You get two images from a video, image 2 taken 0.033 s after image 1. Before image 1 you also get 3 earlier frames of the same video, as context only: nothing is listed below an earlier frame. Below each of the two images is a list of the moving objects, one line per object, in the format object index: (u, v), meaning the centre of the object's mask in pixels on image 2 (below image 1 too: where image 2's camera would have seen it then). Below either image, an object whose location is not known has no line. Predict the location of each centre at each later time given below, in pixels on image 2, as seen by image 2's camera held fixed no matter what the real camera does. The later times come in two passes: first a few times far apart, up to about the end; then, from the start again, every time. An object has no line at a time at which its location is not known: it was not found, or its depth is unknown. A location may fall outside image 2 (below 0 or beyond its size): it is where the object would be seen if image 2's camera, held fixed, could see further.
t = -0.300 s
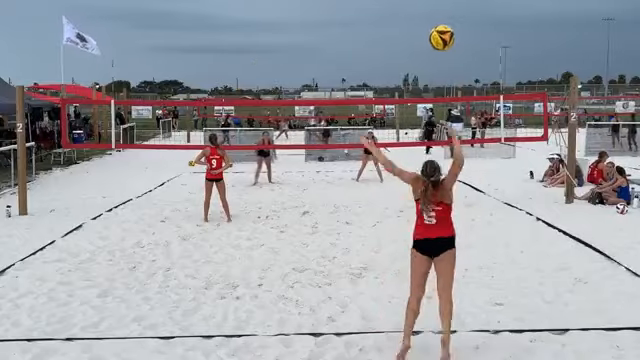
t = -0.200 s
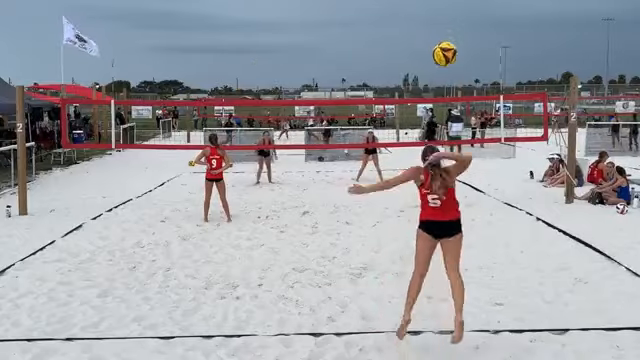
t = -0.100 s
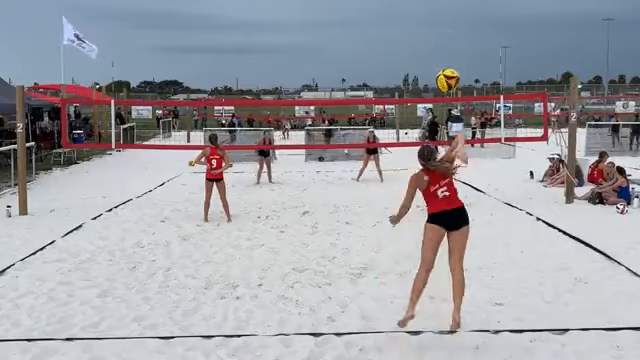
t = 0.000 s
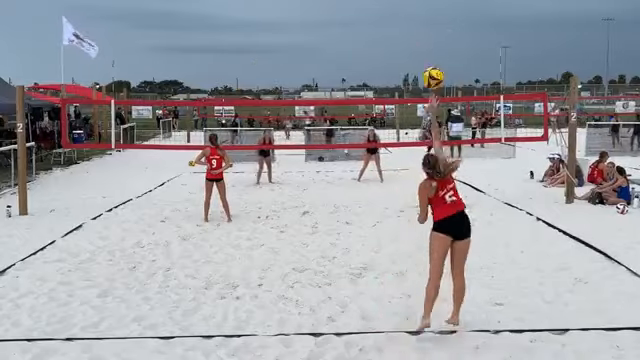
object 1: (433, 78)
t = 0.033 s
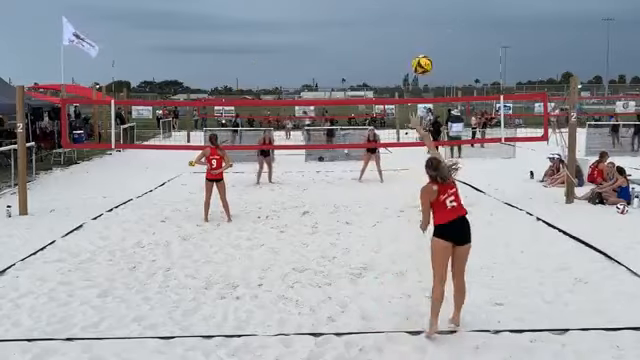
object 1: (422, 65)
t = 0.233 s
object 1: (381, 25)
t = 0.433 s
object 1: (362, 23)
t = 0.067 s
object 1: (412, 54)
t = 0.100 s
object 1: (404, 45)
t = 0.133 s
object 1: (397, 38)
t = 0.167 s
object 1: (391, 32)
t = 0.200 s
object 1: (386, 28)
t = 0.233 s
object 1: (381, 25)
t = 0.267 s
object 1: (376, 24)
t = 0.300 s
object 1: (373, 23)
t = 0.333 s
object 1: (369, 22)
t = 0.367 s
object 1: (367, 22)
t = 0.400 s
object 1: (365, 22)
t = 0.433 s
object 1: (362, 23)
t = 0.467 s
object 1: (360, 25)
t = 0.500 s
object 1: (358, 27)
